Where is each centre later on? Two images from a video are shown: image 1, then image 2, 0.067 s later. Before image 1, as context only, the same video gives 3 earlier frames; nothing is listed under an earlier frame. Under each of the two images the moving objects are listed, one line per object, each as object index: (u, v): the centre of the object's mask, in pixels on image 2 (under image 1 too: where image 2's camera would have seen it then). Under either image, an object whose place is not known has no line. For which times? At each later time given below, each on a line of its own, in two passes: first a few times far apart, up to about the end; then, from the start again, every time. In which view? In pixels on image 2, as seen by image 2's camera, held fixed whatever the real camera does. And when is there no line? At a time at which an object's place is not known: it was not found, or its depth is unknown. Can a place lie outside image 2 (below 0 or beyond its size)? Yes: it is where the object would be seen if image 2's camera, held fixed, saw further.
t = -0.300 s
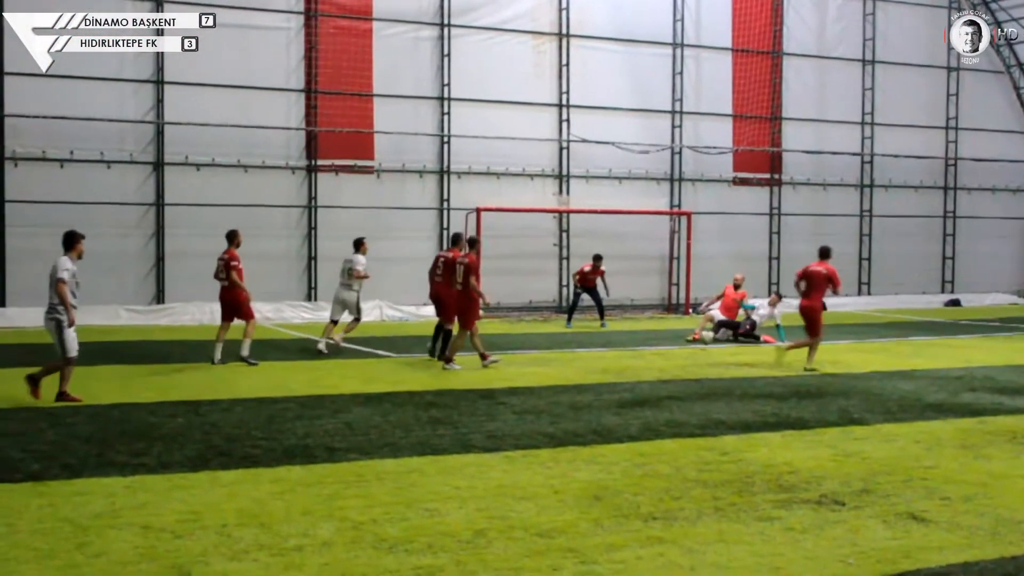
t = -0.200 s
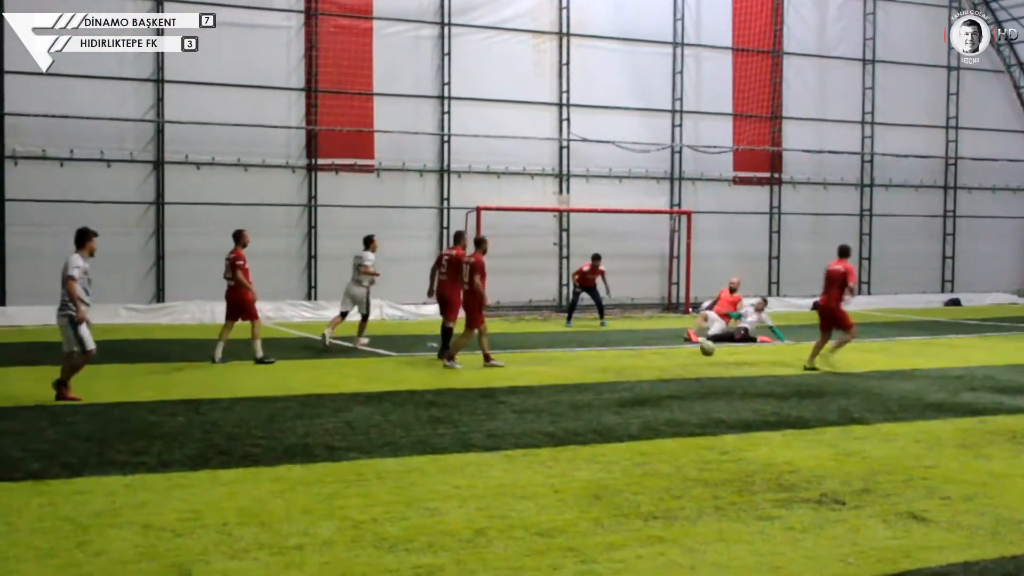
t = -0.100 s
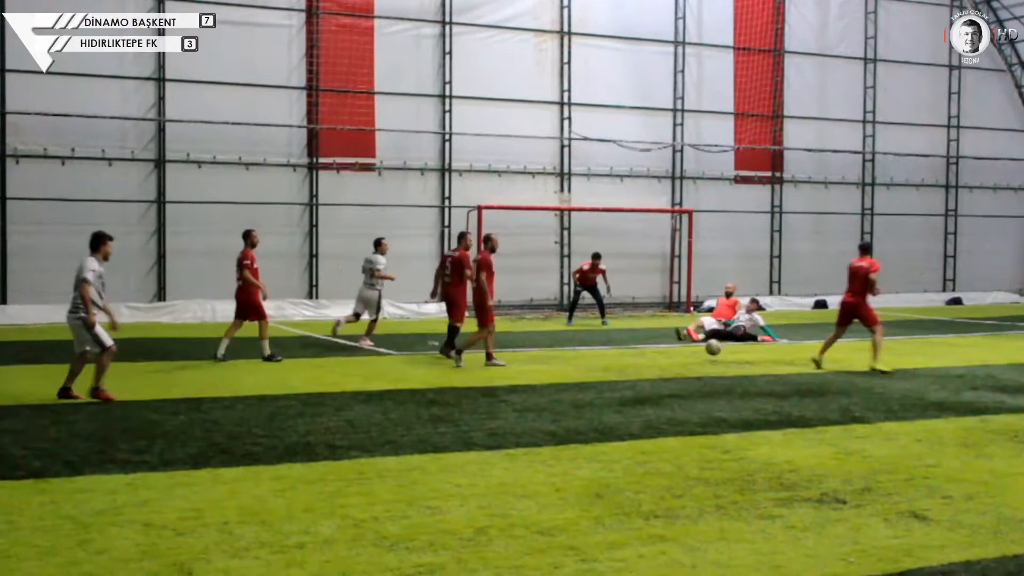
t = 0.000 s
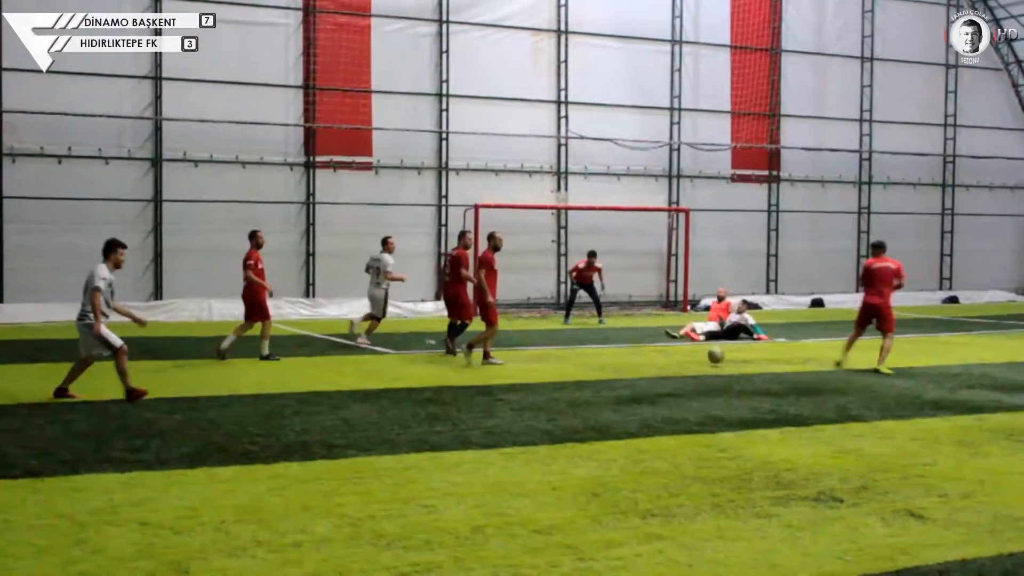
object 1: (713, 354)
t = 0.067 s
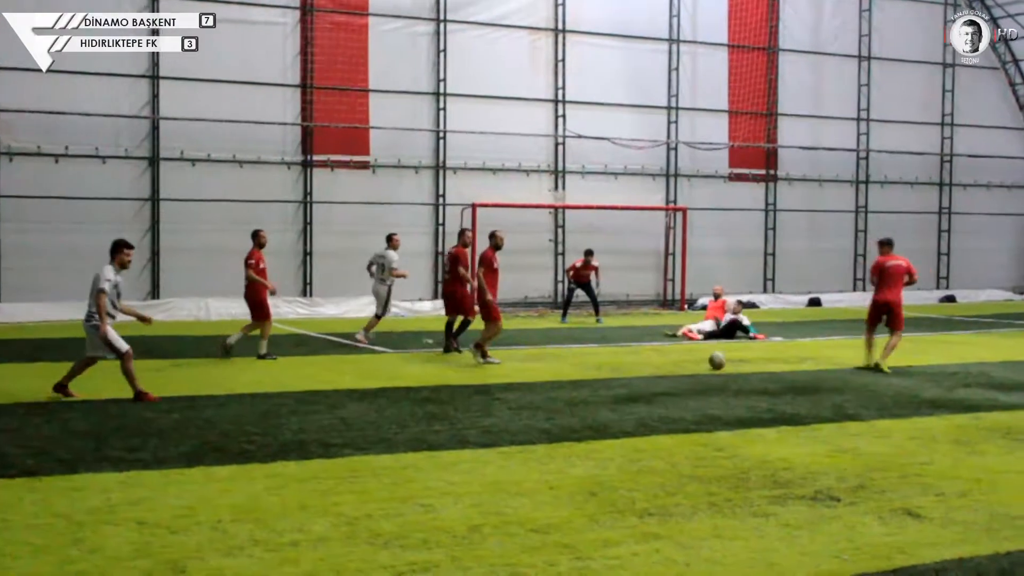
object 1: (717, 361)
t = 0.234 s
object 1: (725, 366)
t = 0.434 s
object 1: (737, 386)
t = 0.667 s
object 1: (760, 409)
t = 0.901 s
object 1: (791, 435)
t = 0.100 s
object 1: (719, 360)
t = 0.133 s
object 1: (720, 360)
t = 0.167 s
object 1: (721, 361)
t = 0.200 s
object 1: (724, 364)
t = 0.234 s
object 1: (725, 366)
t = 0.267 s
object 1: (727, 372)
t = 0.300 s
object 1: (730, 378)
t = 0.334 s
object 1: (731, 379)
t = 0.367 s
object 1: (734, 380)
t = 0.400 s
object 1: (736, 384)
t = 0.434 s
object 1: (737, 386)
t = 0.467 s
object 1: (742, 390)
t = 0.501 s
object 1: (746, 393)
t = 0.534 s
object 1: (747, 395)
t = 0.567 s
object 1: (751, 398)
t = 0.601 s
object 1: (754, 402)
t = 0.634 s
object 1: (757, 405)
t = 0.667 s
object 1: (760, 409)
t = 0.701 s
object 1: (765, 411)
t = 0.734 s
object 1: (769, 415)
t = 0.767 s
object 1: (771, 417)
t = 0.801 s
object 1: (777, 425)
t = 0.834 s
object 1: (782, 429)
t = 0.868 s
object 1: (785, 430)
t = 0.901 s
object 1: (791, 435)
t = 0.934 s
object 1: (797, 443)
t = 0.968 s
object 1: (801, 447)
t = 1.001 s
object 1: (808, 450)
